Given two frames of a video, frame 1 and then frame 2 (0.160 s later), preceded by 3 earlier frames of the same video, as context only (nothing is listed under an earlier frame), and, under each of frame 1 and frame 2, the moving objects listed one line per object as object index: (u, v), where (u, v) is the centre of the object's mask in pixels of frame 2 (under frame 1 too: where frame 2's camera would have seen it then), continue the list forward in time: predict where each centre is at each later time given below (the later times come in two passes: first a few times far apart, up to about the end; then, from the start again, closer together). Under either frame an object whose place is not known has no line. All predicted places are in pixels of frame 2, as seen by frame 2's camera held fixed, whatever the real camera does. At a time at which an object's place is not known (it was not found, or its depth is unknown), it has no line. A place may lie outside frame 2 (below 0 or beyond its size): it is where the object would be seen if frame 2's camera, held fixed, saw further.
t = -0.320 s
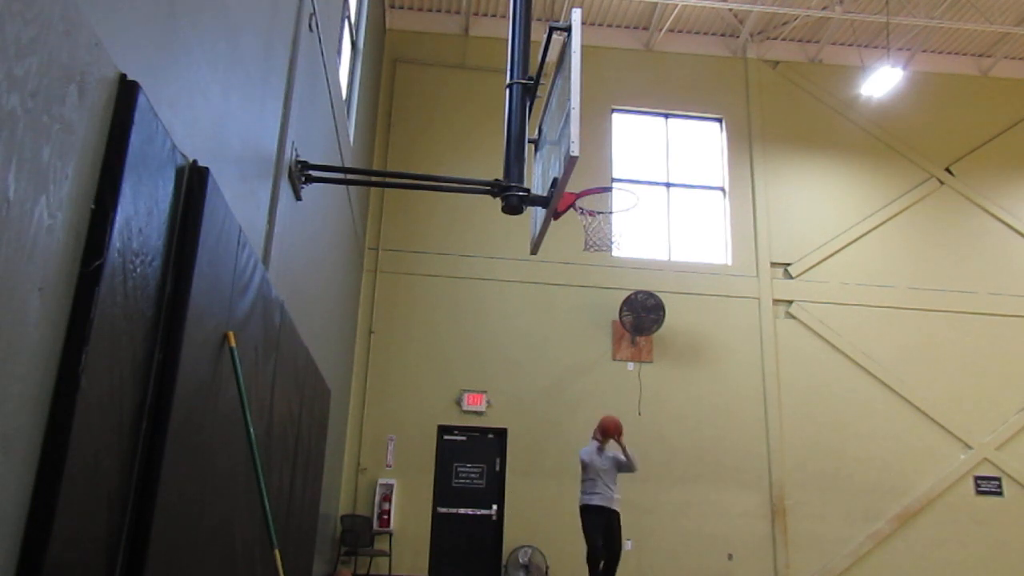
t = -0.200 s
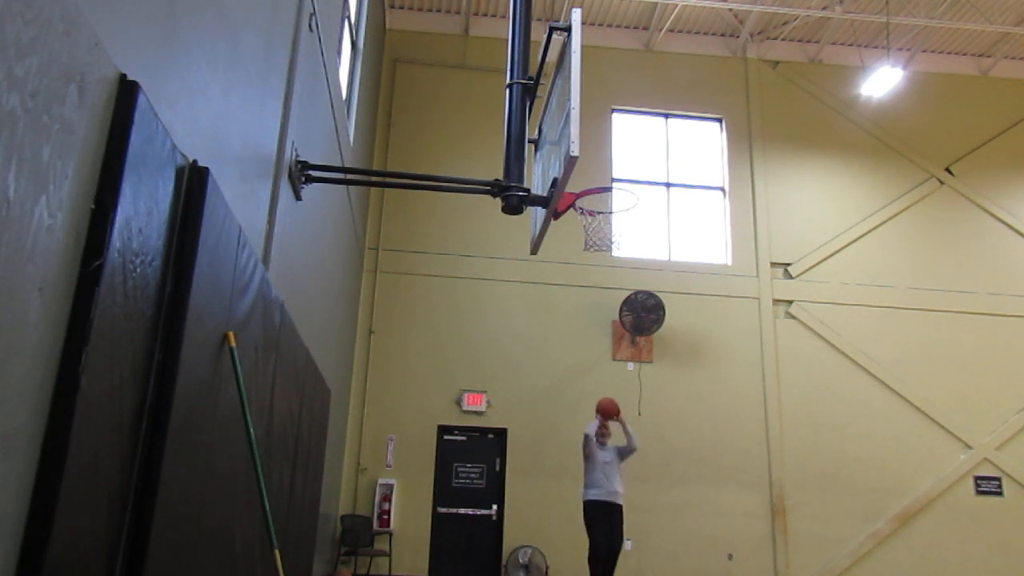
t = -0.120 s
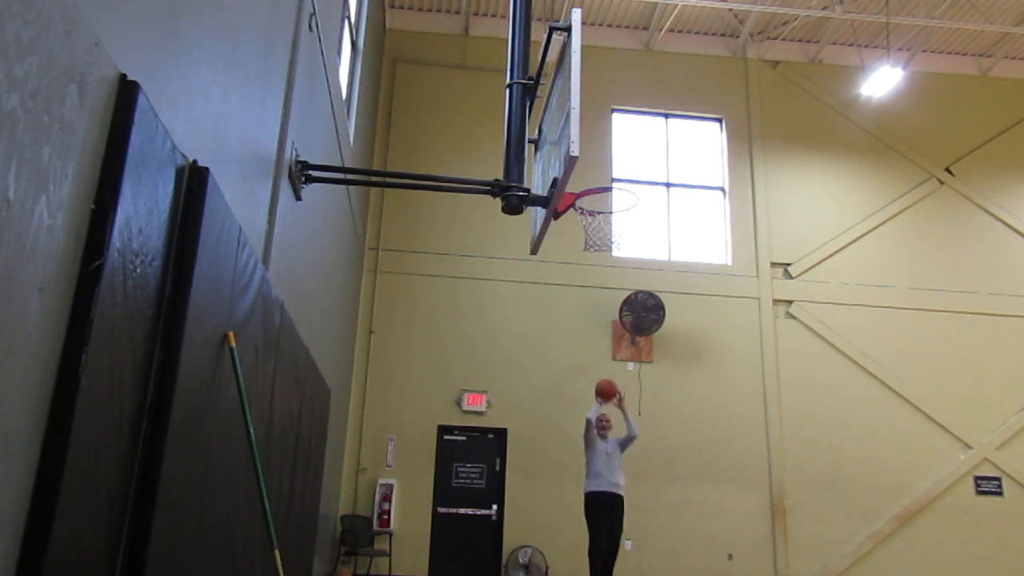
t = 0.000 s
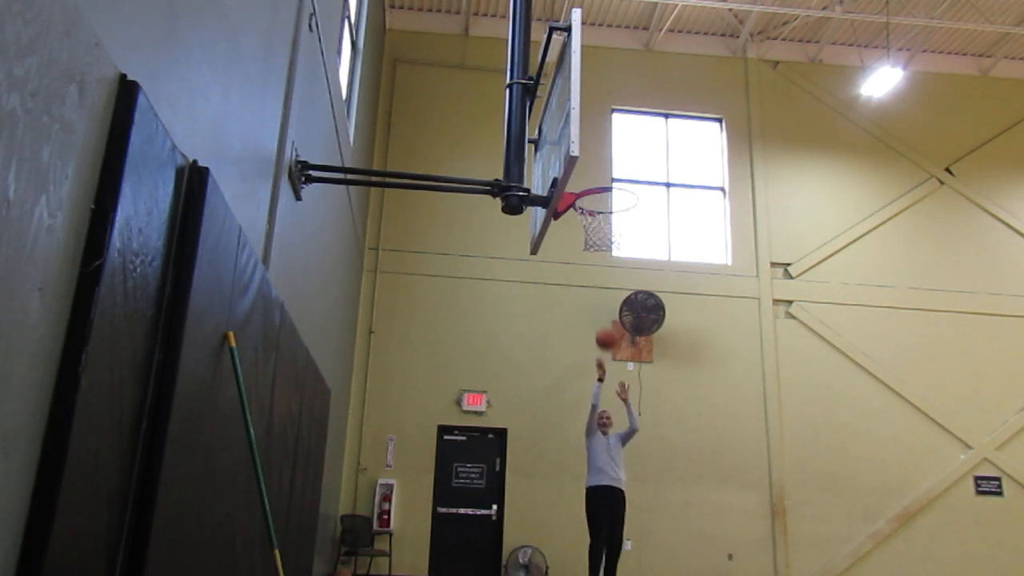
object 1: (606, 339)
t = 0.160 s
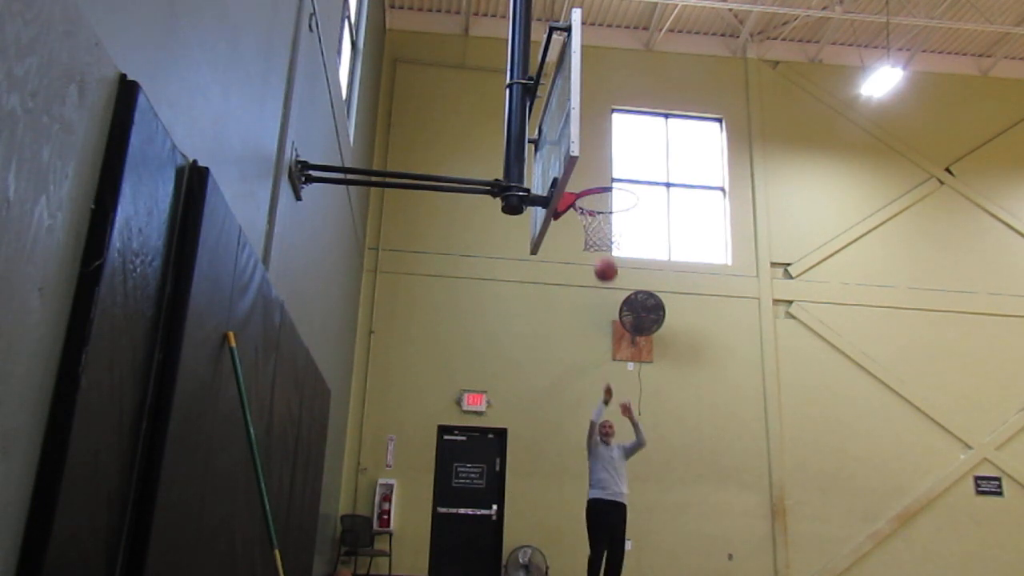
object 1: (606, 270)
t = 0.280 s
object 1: (604, 230)
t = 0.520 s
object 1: (603, 185)
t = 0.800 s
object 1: (601, 206)
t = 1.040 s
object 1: (607, 226)
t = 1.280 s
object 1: (610, 300)
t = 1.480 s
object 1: (613, 419)
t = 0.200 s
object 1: (606, 258)
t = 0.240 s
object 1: (605, 241)
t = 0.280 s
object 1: (604, 230)
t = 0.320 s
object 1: (606, 221)
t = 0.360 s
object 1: (604, 209)
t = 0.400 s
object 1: (604, 203)
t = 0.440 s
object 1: (604, 195)
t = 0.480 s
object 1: (604, 189)
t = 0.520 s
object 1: (603, 185)
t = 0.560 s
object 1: (603, 183)
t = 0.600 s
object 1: (602, 182)
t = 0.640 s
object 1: (602, 182)
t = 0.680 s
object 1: (602, 184)
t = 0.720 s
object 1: (602, 190)
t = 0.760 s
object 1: (601, 198)
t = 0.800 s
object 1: (601, 206)
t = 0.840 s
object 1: (599, 214)
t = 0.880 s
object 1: (600, 215)
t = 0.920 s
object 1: (602, 215)
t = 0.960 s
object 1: (603, 216)
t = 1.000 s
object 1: (605, 220)
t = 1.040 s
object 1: (607, 226)
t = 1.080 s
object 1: (608, 232)
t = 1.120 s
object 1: (610, 244)
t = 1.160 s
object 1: (609, 255)
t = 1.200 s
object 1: (610, 268)
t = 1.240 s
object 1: (610, 282)
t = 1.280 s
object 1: (610, 300)
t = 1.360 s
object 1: (611, 340)
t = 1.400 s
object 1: (611, 365)
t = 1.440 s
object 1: (612, 390)
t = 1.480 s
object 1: (613, 419)
